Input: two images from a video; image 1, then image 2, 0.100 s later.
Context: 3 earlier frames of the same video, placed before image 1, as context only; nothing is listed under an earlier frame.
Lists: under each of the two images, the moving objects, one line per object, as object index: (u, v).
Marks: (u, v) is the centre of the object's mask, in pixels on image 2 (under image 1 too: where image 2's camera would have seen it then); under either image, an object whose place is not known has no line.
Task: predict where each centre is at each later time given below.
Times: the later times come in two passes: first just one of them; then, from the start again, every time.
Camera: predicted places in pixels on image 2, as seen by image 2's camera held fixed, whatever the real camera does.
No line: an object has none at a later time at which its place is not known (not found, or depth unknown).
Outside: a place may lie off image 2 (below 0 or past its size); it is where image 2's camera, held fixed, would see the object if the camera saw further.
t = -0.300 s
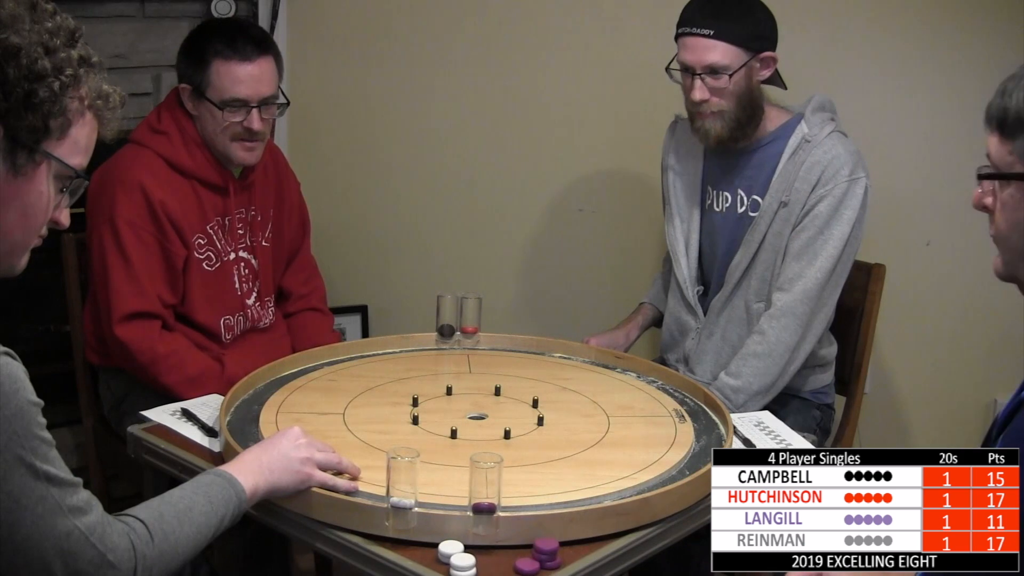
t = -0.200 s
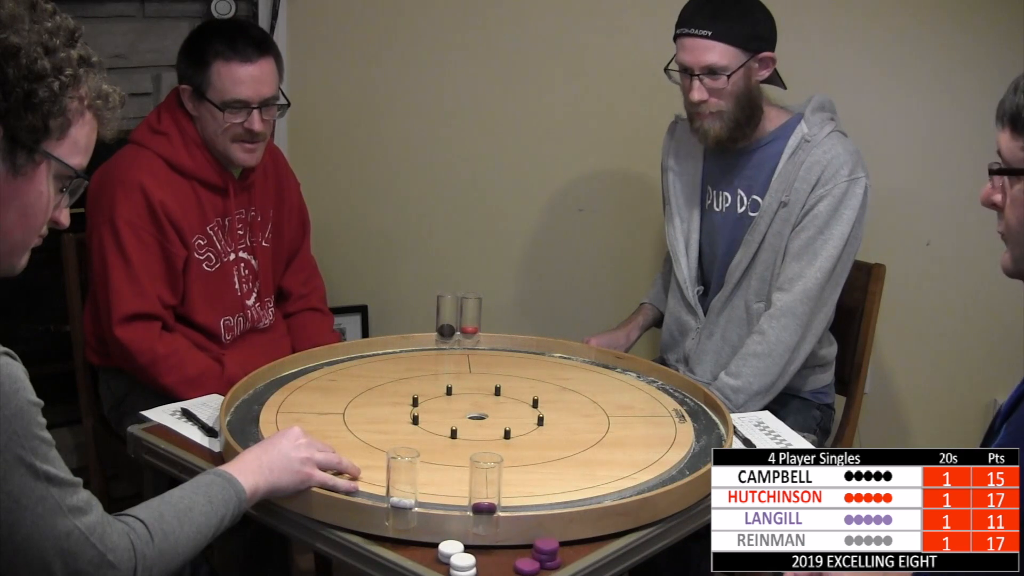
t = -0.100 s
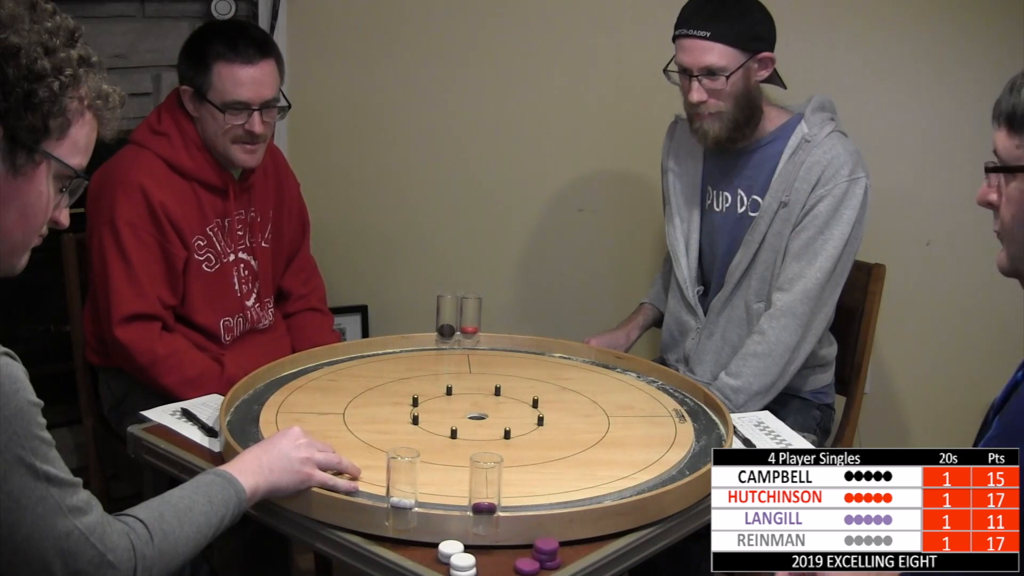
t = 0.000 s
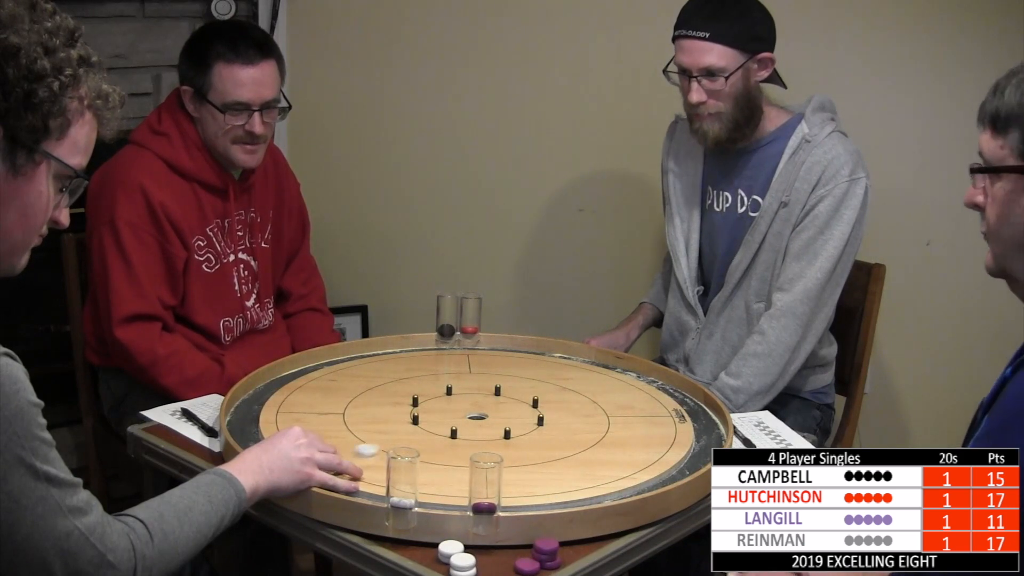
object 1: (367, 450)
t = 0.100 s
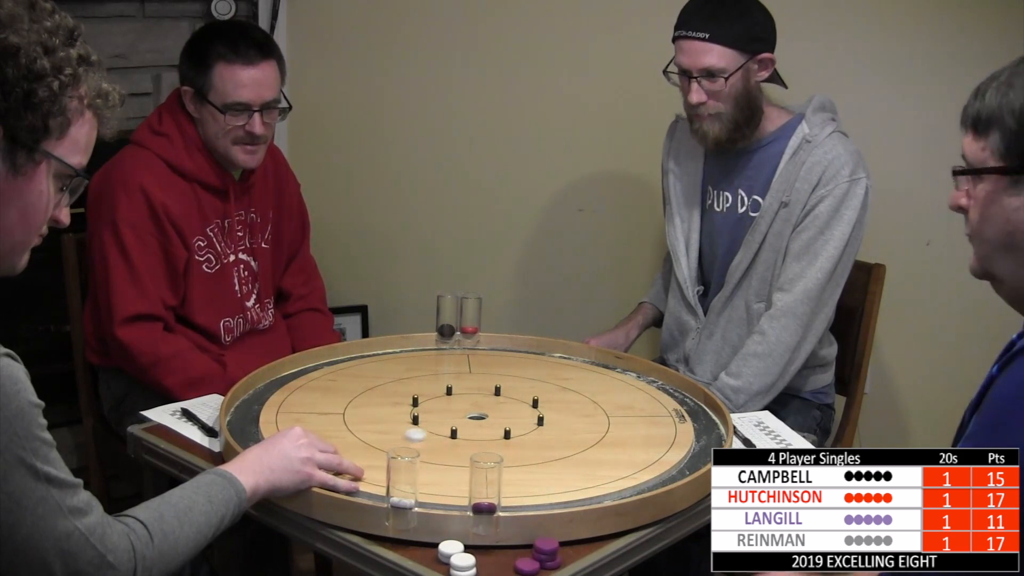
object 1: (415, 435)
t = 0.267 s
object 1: (477, 416)
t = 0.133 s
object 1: (430, 430)
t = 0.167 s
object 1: (442, 426)
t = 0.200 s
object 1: (454, 422)
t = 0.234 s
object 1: (467, 419)
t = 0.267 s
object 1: (477, 416)
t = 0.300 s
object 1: (486, 412)
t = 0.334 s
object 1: (491, 408)
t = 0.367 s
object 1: (495, 408)
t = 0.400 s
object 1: (499, 406)
